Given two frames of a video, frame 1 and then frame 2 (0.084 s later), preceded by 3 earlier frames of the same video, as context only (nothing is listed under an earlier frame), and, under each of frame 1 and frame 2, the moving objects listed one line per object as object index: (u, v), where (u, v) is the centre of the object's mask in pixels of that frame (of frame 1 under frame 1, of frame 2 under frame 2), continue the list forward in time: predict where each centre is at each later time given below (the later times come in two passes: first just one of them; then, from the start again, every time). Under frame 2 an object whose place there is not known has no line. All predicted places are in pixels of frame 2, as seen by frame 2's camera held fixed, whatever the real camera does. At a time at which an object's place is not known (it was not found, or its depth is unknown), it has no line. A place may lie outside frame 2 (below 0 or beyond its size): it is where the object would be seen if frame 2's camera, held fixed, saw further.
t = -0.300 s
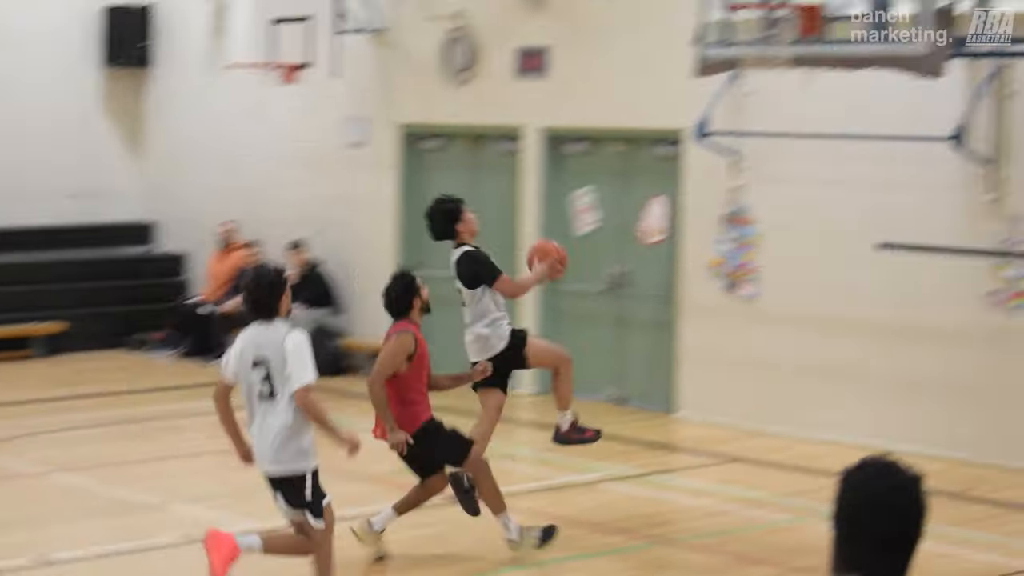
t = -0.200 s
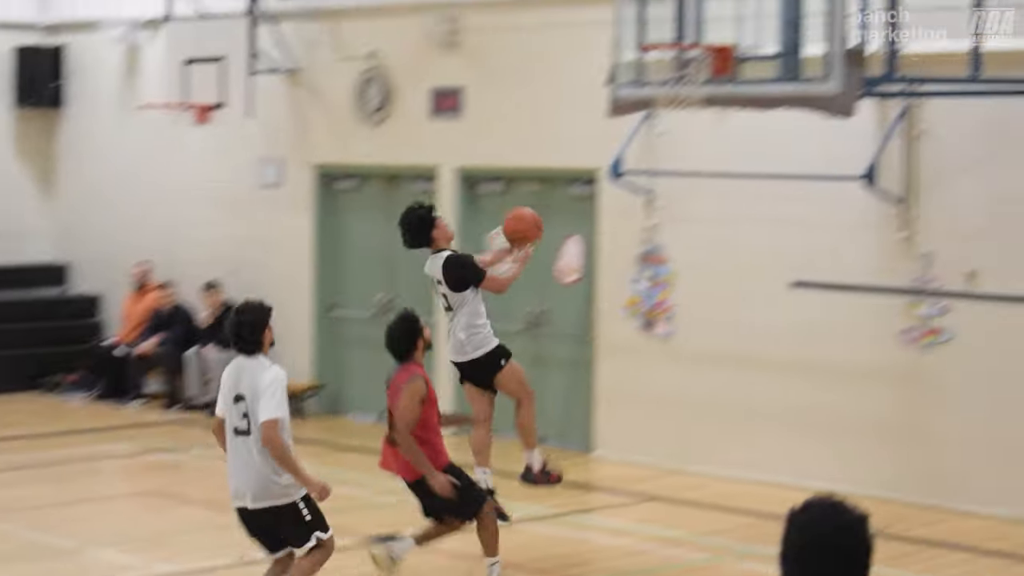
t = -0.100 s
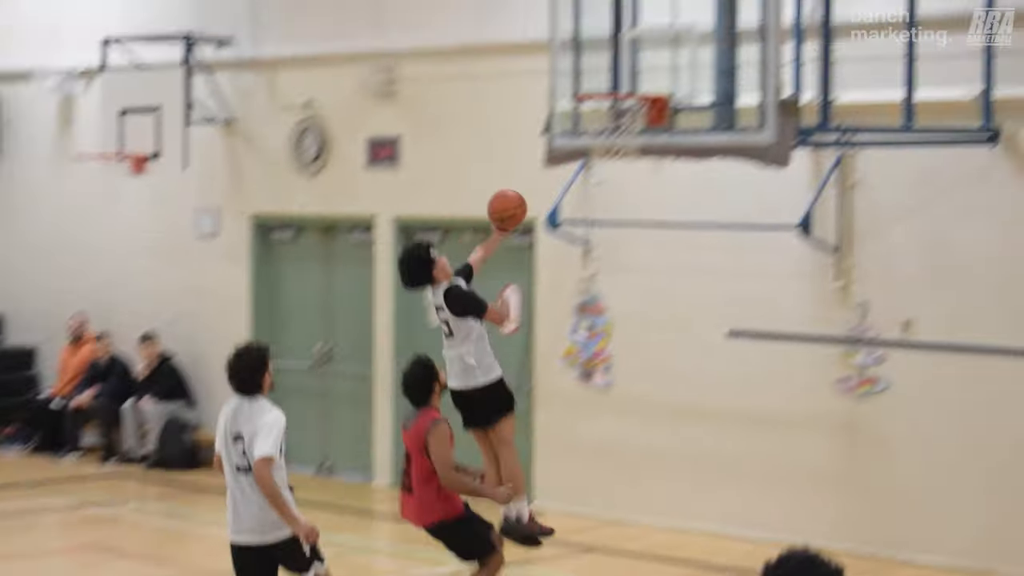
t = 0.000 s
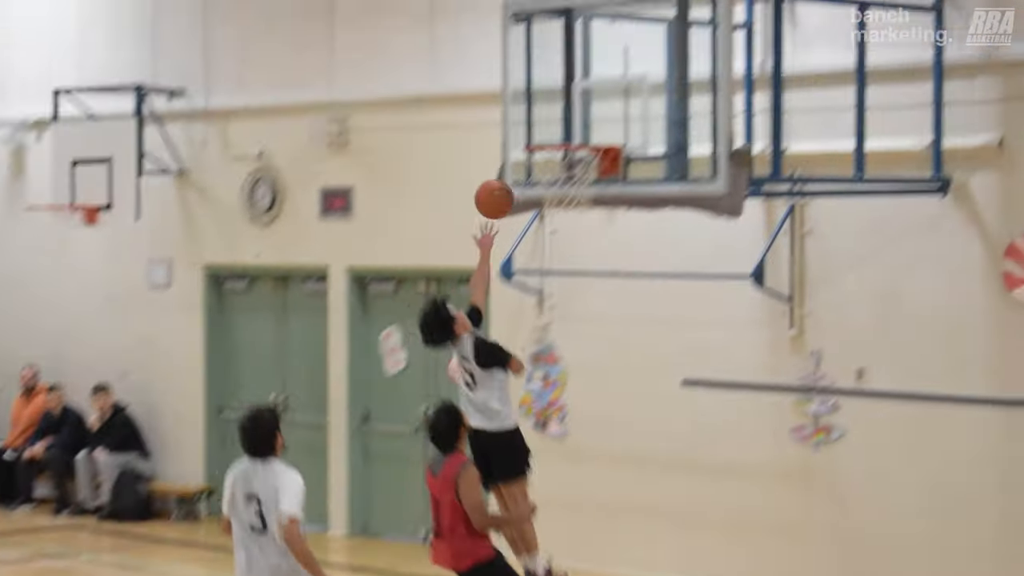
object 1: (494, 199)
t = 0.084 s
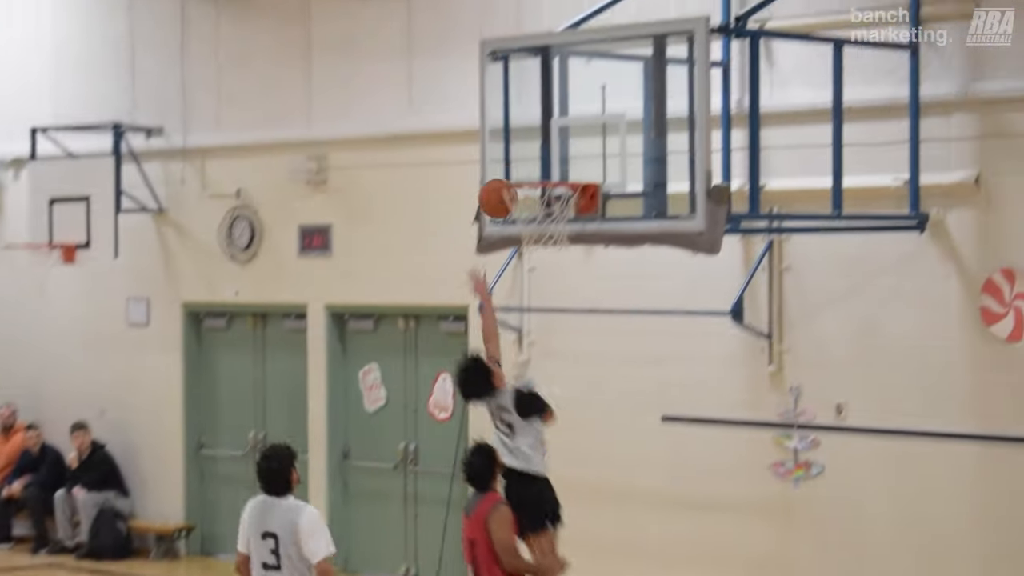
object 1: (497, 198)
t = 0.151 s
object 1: (517, 176)
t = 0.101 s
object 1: (503, 192)
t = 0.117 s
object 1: (508, 187)
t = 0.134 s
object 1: (512, 182)
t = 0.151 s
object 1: (517, 176)
